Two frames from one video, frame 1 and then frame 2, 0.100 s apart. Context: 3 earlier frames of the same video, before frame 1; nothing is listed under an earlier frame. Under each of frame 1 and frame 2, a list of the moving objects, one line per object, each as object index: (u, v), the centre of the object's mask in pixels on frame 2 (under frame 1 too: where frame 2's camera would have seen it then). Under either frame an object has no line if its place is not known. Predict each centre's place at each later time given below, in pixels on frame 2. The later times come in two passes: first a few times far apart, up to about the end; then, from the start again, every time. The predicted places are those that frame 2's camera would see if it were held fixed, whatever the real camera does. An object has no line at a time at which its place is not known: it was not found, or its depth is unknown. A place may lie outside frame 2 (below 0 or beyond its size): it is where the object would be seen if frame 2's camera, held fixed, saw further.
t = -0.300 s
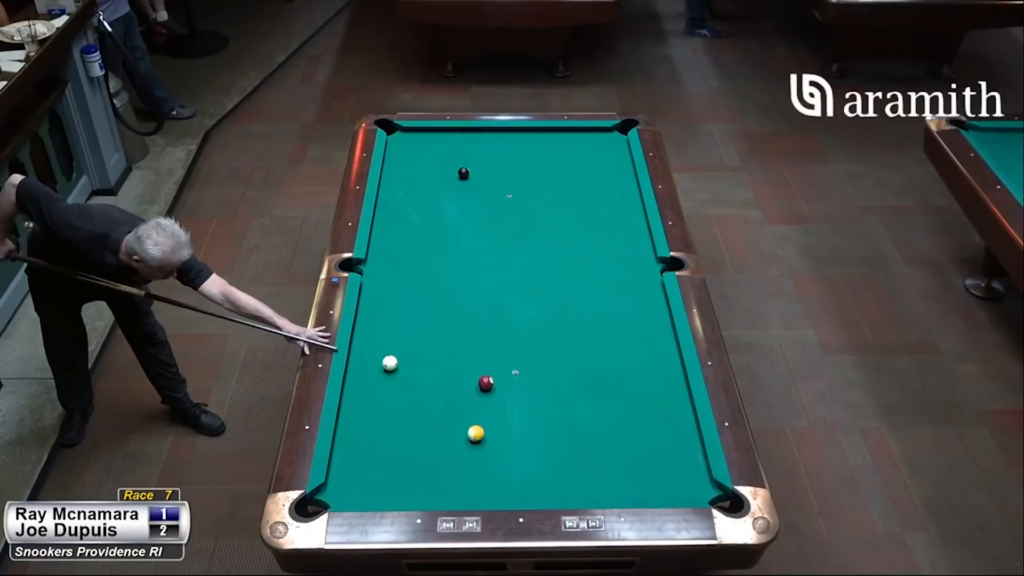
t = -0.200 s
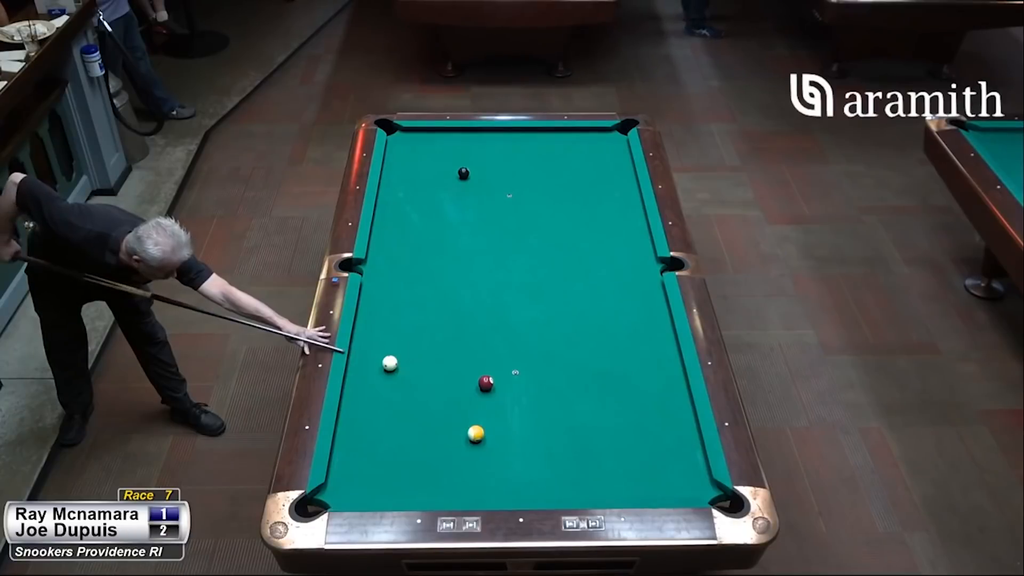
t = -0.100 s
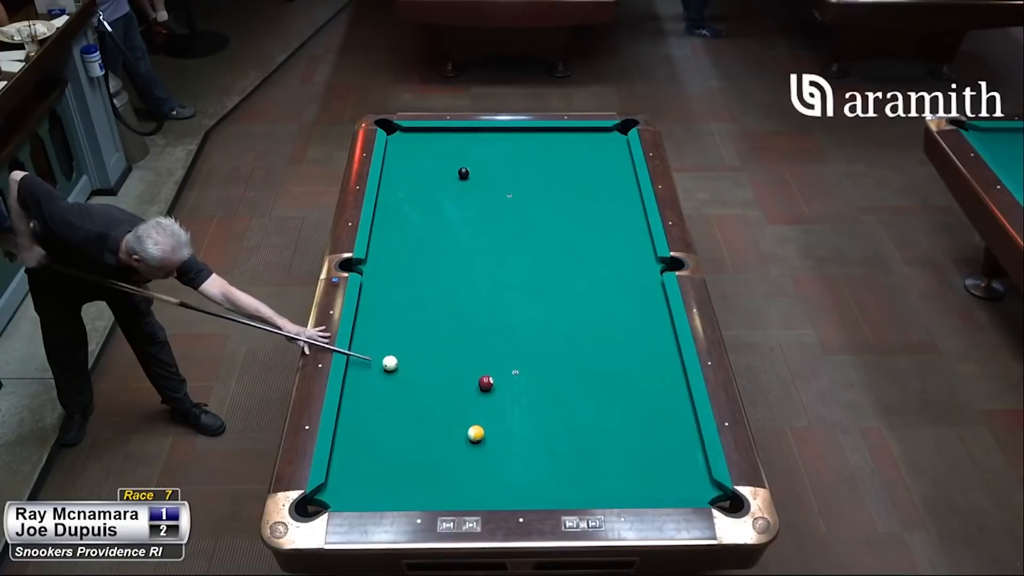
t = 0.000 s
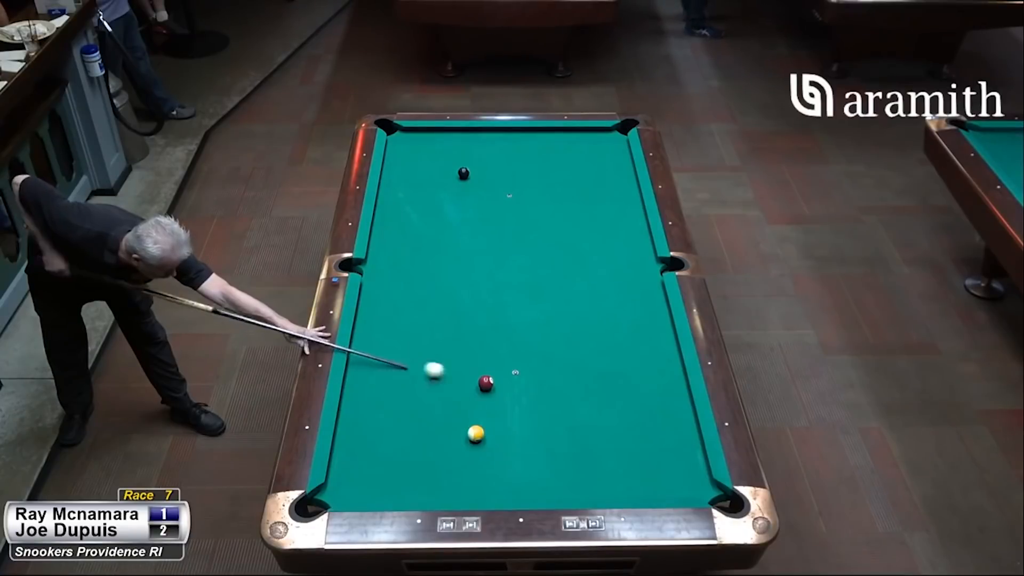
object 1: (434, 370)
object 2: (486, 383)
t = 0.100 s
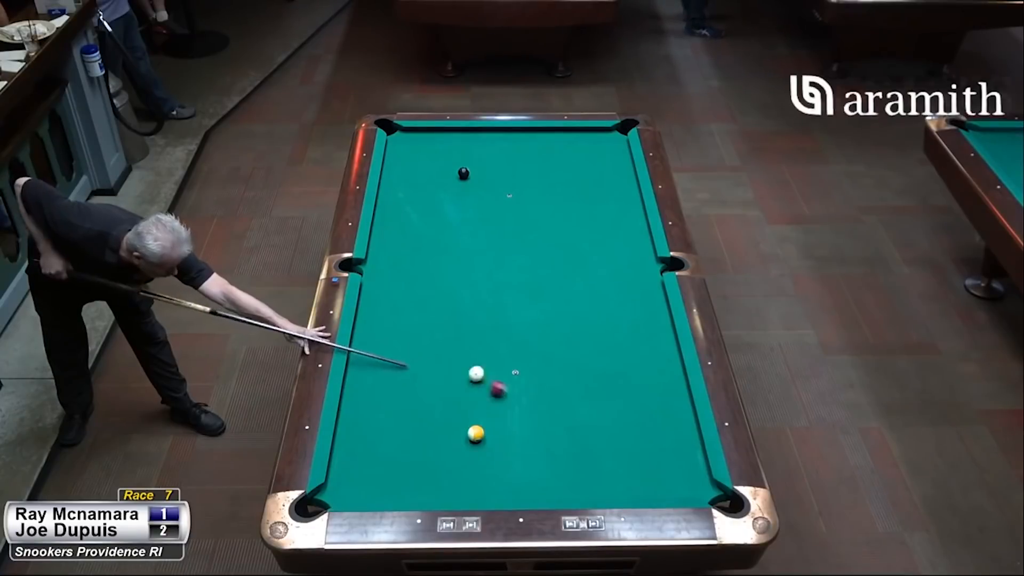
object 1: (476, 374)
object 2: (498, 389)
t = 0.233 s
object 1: (484, 365)
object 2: (541, 410)
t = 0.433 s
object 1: (493, 351)
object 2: (610, 442)
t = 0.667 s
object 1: (503, 335)
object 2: (701, 483)
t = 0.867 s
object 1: (510, 324)
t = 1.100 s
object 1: (519, 311)
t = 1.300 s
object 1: (525, 301)
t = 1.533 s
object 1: (532, 291)
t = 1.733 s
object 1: (537, 283)
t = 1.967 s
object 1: (544, 273)
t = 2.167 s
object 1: (549, 266)
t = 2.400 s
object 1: (554, 259)
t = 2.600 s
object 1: (558, 252)
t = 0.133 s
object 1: (478, 373)
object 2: (504, 392)
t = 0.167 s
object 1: (482, 369)
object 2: (523, 401)
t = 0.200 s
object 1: (483, 366)
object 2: (536, 407)
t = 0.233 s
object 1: (484, 365)
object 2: (541, 410)
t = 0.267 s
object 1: (486, 361)
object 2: (559, 418)
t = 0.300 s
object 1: (487, 359)
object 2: (569, 423)
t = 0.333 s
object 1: (488, 358)
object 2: (575, 425)
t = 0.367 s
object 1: (490, 355)
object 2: (593, 433)
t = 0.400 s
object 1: (492, 352)
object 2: (605, 439)
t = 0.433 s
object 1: (493, 351)
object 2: (610, 442)
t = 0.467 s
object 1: (495, 348)
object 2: (628, 450)
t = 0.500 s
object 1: (496, 346)
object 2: (639, 455)
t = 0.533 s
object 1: (497, 344)
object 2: (646, 458)
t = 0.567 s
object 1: (499, 341)
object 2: (663, 466)
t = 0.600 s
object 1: (500, 339)
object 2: (676, 472)
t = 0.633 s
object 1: (501, 338)
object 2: (683, 475)
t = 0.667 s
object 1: (503, 335)
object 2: (701, 483)
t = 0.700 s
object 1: (504, 333)
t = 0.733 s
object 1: (505, 332)
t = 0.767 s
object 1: (507, 329)
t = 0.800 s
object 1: (508, 327)
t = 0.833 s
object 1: (508, 326)
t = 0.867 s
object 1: (510, 324)
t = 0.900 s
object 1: (512, 322)
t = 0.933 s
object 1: (512, 321)
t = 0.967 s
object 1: (514, 318)
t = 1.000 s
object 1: (515, 316)
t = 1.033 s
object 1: (516, 315)
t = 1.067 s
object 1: (517, 313)
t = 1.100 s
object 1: (519, 311)
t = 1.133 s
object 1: (519, 310)
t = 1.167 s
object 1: (521, 308)
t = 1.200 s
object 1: (522, 306)
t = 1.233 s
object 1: (522, 305)
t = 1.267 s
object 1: (524, 303)
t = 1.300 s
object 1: (525, 301)
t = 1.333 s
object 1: (525, 300)
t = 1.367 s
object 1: (527, 298)
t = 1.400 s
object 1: (528, 296)
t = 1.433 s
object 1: (529, 296)
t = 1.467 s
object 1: (530, 294)
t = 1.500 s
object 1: (531, 292)
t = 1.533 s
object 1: (532, 291)
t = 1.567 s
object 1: (533, 289)
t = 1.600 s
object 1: (534, 288)
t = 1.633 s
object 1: (535, 287)
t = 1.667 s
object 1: (536, 285)
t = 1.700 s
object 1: (537, 283)
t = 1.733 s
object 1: (537, 283)
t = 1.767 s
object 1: (538, 281)
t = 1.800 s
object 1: (539, 279)
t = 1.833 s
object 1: (540, 279)
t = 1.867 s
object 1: (541, 277)
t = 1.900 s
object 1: (542, 276)
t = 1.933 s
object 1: (542, 275)
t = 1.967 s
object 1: (544, 273)
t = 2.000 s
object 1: (545, 272)
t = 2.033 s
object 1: (545, 271)
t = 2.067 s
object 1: (546, 270)
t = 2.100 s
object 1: (547, 268)
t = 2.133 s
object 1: (547, 268)
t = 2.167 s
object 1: (549, 266)
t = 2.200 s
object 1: (549, 265)
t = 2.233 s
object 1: (550, 264)
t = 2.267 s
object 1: (551, 263)
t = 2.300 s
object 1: (552, 262)
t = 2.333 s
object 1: (552, 261)
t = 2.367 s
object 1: (553, 260)
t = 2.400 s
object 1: (554, 259)
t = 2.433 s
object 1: (554, 258)
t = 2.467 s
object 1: (555, 257)
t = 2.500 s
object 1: (556, 256)
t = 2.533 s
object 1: (556, 255)
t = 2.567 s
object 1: (557, 254)
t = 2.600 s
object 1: (558, 252)
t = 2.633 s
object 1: (558, 252)
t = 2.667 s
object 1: (559, 251)
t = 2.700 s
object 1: (560, 250)
